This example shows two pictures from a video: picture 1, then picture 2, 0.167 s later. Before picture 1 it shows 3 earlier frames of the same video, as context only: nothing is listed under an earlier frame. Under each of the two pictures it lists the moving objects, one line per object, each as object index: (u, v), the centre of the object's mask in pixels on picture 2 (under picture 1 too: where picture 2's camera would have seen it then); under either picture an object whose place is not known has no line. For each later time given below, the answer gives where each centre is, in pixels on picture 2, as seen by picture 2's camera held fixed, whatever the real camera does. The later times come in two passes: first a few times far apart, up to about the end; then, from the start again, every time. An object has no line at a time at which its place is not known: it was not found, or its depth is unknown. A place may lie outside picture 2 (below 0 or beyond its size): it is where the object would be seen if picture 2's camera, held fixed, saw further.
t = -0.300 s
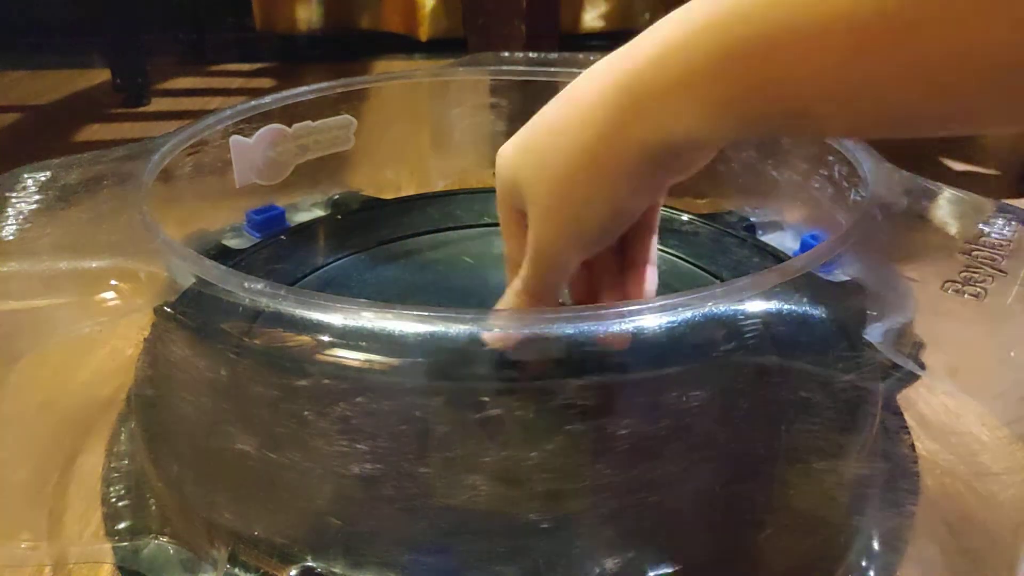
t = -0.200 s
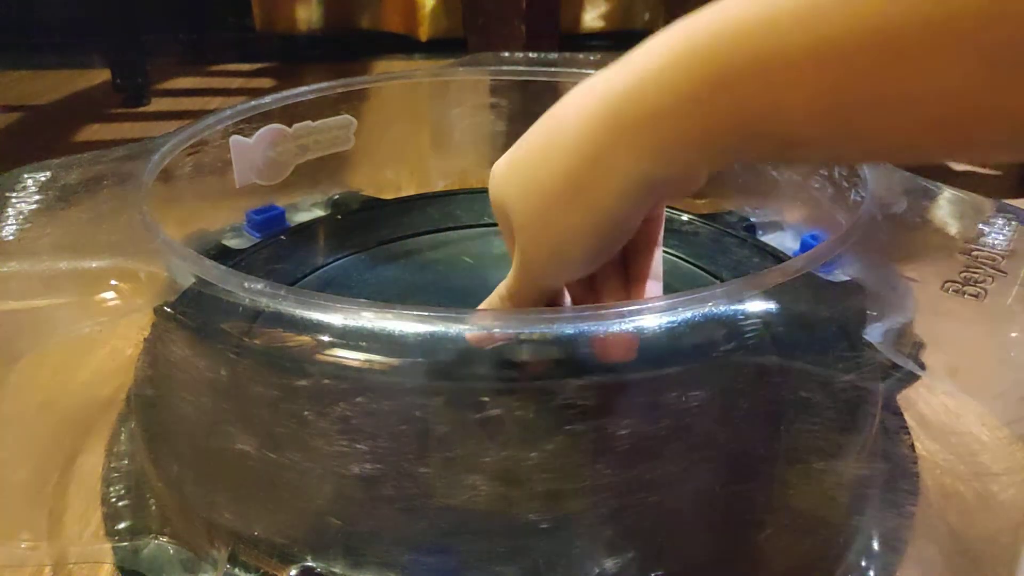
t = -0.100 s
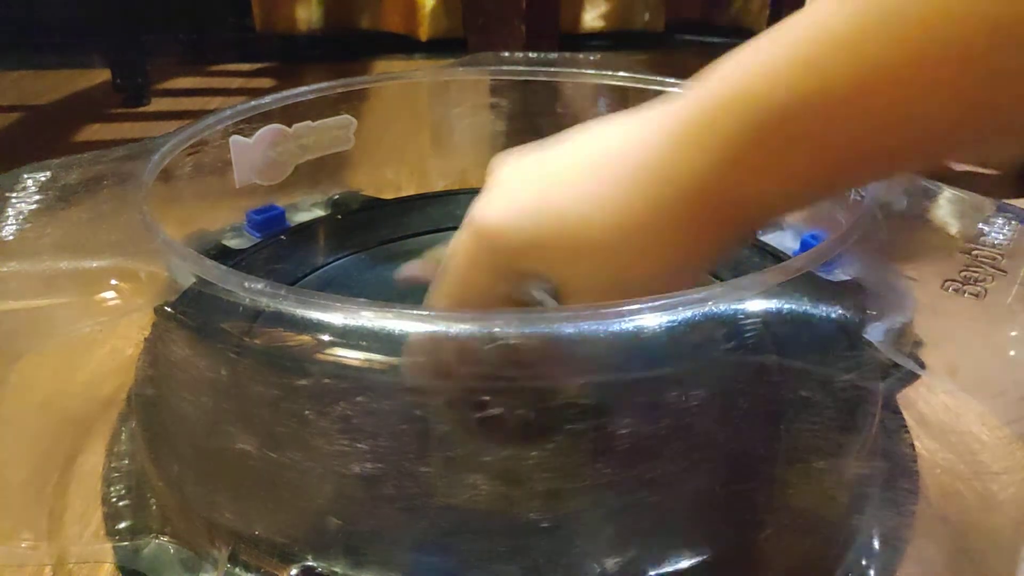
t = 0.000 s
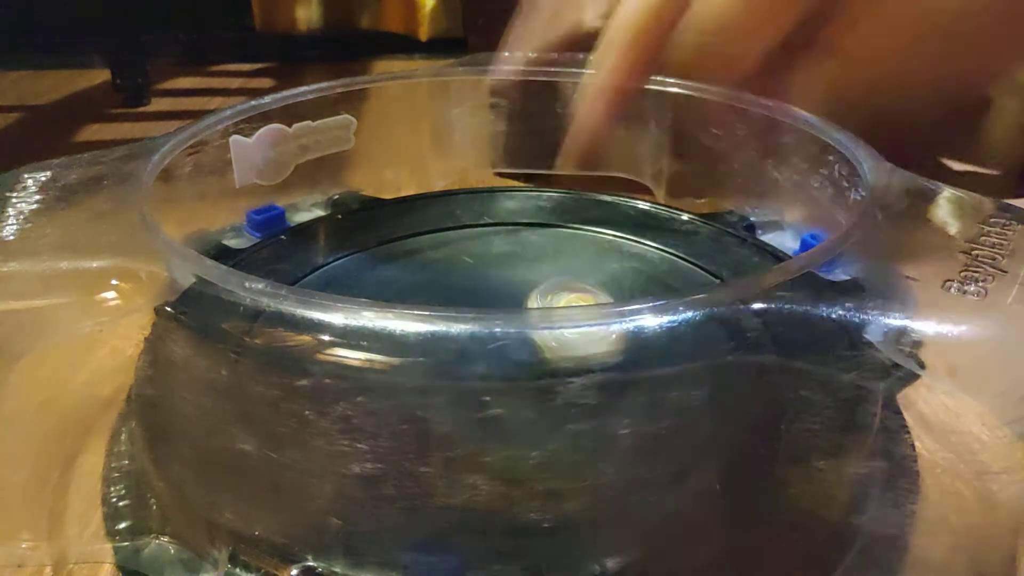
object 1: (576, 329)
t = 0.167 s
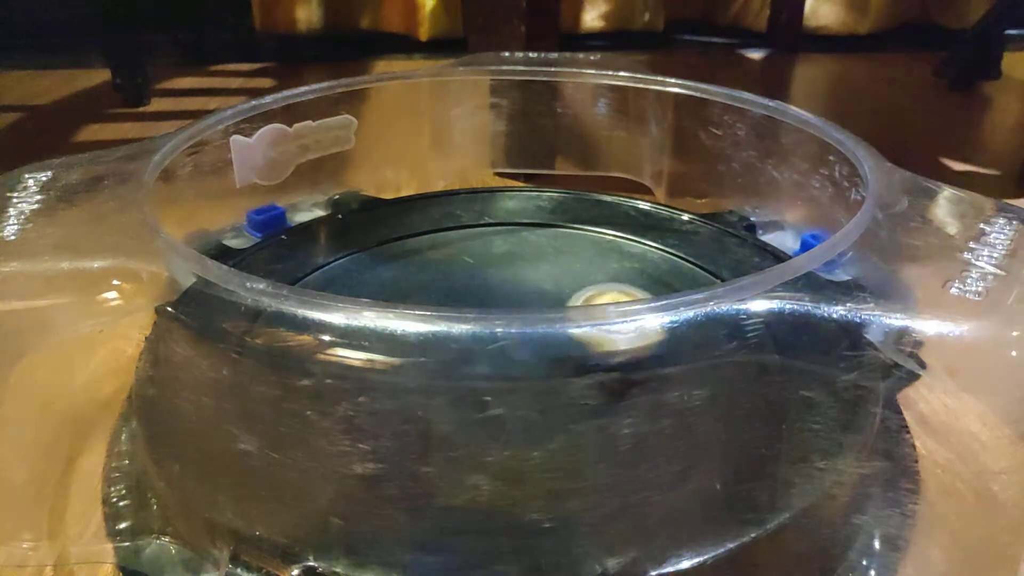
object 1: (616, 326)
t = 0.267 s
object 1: (602, 337)
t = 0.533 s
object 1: (565, 347)
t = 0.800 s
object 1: (527, 344)
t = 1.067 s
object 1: (504, 344)
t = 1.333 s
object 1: (500, 299)
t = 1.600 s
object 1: (513, 292)
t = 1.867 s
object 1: (512, 289)
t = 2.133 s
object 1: (508, 289)
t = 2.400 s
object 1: (507, 290)
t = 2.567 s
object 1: (516, 291)
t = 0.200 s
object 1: (616, 342)
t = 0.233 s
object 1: (608, 330)
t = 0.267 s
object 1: (602, 337)
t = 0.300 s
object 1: (599, 346)
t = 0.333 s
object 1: (594, 346)
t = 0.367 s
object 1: (590, 346)
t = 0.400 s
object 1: (586, 347)
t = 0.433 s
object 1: (582, 347)
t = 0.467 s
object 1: (576, 347)
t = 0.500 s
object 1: (571, 347)
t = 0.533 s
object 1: (565, 347)
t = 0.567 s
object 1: (558, 347)
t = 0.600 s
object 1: (554, 347)
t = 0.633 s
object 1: (549, 346)
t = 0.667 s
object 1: (544, 346)
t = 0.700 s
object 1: (540, 346)
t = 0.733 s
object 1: (535, 344)
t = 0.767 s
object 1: (531, 345)
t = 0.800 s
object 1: (527, 344)
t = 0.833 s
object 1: (524, 345)
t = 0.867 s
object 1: (521, 345)
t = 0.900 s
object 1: (519, 345)
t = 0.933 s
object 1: (514, 343)
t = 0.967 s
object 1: (512, 345)
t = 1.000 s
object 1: (509, 345)
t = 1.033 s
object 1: (506, 343)
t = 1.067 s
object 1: (504, 344)
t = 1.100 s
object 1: (503, 336)
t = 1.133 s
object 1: (501, 335)
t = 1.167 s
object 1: (498, 333)
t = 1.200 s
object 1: (501, 304)
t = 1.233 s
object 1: (499, 303)
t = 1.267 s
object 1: (499, 302)
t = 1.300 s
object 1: (499, 300)
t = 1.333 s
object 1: (500, 299)
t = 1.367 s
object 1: (501, 298)
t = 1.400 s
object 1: (502, 297)
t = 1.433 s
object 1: (504, 296)
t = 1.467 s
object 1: (506, 295)
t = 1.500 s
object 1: (508, 294)
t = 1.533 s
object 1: (510, 293)
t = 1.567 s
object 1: (512, 292)
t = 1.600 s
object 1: (513, 292)
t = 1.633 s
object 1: (514, 291)
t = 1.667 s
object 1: (514, 290)
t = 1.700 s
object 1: (514, 290)
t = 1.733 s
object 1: (514, 290)
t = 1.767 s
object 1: (513, 289)
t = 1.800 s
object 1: (513, 289)
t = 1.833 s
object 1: (512, 289)
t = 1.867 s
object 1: (512, 289)
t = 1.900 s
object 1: (511, 288)
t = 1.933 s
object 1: (511, 288)
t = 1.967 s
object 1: (510, 288)
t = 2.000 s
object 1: (510, 288)
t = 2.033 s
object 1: (509, 288)
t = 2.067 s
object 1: (509, 288)
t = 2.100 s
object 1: (509, 289)
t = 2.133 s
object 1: (508, 289)
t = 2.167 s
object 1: (507, 289)
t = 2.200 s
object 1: (507, 289)
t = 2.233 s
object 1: (507, 289)
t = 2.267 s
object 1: (507, 289)
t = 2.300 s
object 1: (506, 290)
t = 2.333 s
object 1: (506, 290)
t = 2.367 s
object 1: (507, 290)
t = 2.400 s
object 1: (507, 290)
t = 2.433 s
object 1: (508, 290)
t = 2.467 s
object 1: (510, 291)
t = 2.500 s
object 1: (511, 291)
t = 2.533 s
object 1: (513, 291)
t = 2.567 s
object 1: (516, 291)
